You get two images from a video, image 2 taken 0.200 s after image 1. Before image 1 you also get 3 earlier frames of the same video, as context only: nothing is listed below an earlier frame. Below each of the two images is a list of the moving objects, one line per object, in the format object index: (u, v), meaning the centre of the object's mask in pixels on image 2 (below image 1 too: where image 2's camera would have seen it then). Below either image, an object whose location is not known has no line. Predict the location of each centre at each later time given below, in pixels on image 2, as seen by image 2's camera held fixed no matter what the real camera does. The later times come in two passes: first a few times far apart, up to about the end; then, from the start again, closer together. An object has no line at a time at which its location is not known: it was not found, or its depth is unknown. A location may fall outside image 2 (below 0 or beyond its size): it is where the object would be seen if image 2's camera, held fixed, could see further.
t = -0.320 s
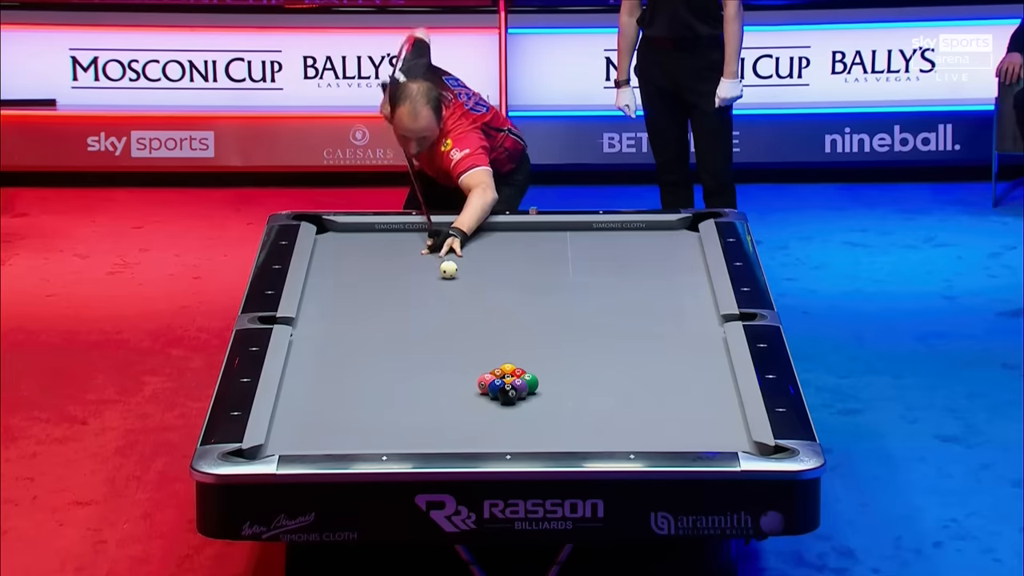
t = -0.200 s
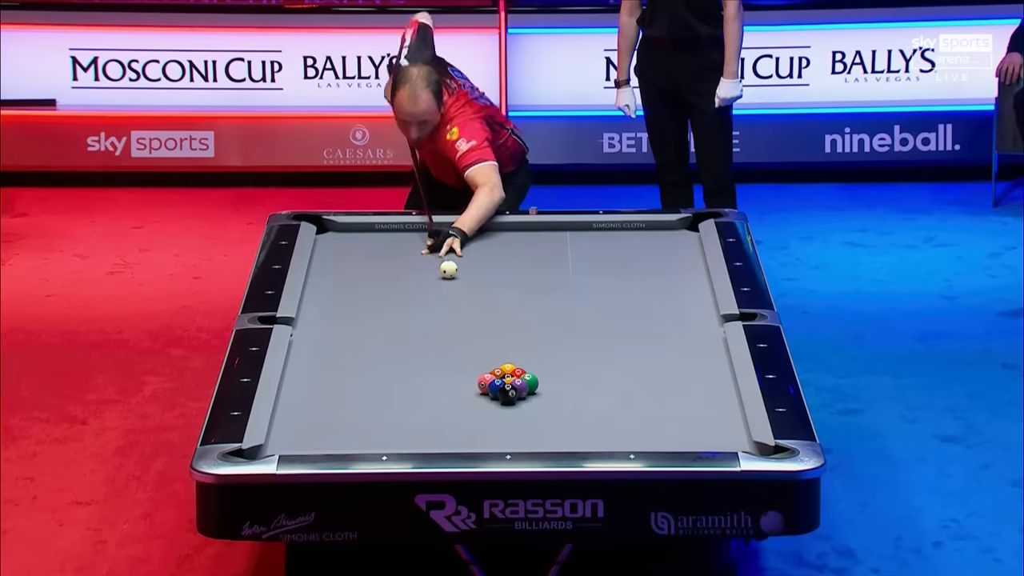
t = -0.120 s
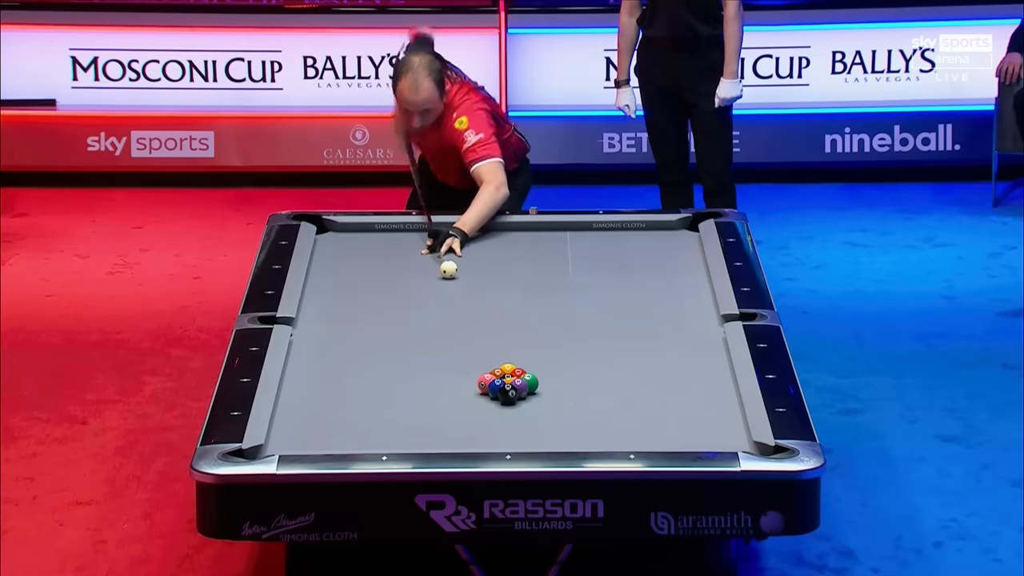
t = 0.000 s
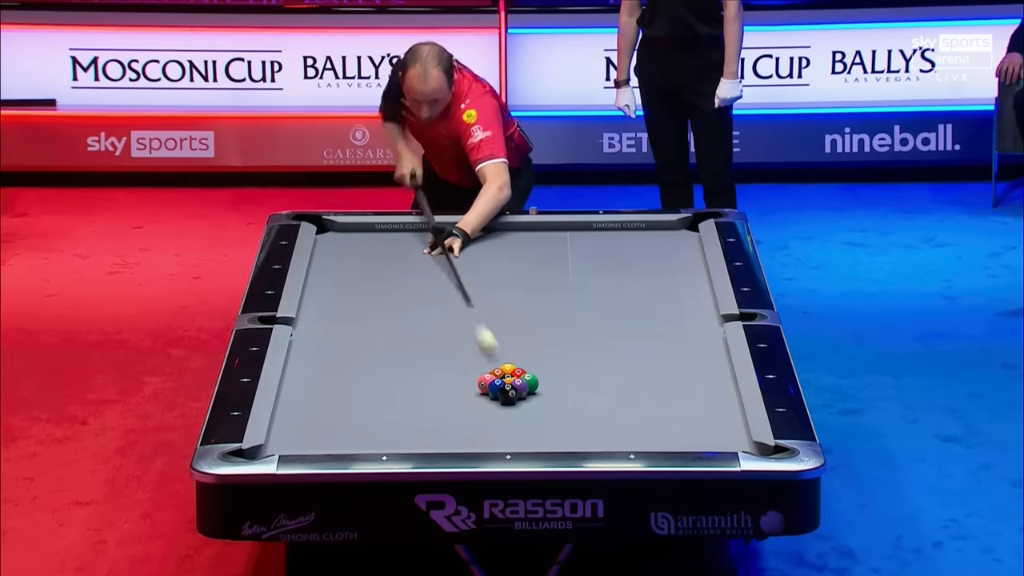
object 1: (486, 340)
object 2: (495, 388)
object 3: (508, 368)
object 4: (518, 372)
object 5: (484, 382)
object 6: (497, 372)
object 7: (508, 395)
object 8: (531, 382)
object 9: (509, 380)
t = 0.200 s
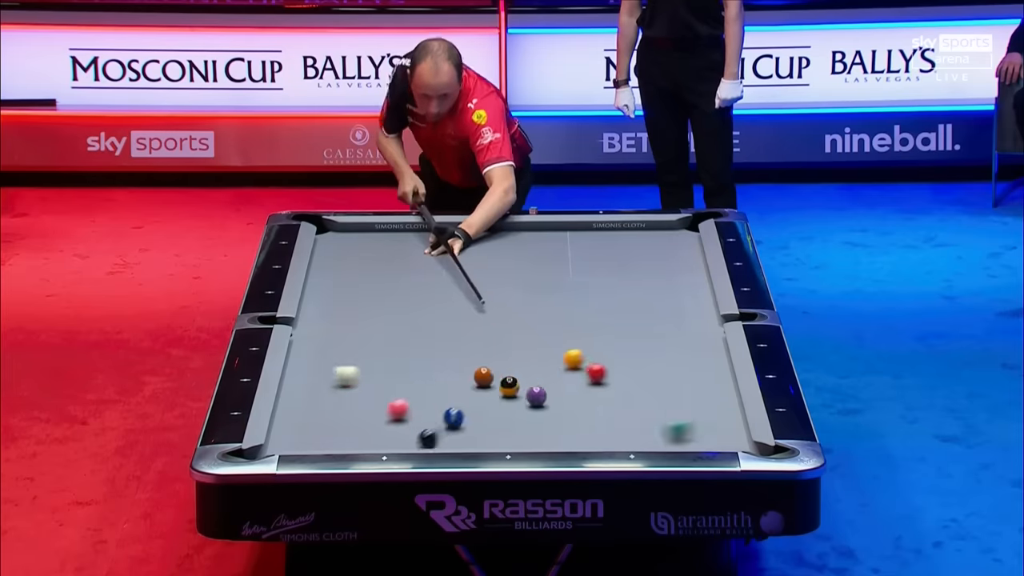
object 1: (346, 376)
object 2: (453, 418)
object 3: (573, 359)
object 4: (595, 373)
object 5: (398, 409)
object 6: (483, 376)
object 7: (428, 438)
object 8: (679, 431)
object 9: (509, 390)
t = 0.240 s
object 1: (311, 377)
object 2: (443, 424)
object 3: (586, 356)
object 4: (611, 372)
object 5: (378, 414)
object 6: (480, 376)
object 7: (410, 444)
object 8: (628, 437)
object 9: (510, 392)
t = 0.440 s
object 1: (403, 365)
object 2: (401, 444)
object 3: (648, 345)
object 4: (681, 367)
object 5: (287, 440)
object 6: (466, 373)
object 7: (367, 416)
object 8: (398, 434)
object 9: (515, 386)
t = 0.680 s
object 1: (527, 345)
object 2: (371, 428)
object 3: (713, 331)
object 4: (692, 360)
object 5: (294, 441)
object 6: (450, 372)
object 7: (327, 384)
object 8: (358, 408)
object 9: (513, 393)
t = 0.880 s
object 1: (611, 329)
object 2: (348, 414)
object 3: (673, 321)
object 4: (655, 354)
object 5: (295, 435)
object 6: (438, 370)
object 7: (296, 361)
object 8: (471, 381)
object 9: (511, 396)
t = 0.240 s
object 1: (311, 377)
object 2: (443, 424)
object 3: (586, 356)
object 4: (611, 372)
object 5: (378, 414)
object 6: (480, 376)
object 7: (410, 444)
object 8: (628, 437)
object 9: (510, 392)
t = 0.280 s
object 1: (298, 377)
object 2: (434, 430)
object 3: (600, 353)
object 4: (626, 371)
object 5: (358, 420)
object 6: (478, 375)
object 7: (399, 441)
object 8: (576, 442)
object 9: (511, 393)
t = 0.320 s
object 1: (326, 374)
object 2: (425, 436)
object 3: (612, 351)
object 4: (640, 370)
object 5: (340, 425)
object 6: (475, 375)
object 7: (391, 436)
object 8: (527, 444)
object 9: (515, 392)
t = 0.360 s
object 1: (353, 371)
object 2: (416, 440)
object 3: (624, 349)
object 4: (654, 369)
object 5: (322, 431)
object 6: (472, 374)
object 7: (383, 429)
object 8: (481, 443)
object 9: (515, 385)
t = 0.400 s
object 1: (379, 368)
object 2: (407, 444)
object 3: (636, 347)
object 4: (667, 368)
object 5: (304, 436)
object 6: (469, 374)
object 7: (375, 422)
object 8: (437, 442)
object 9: (514, 386)
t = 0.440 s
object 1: (403, 365)
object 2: (401, 444)
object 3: (648, 345)
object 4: (681, 367)
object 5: (287, 440)
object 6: (466, 373)
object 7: (367, 416)
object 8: (398, 434)
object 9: (515, 386)
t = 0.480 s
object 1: (427, 362)
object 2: (395, 441)
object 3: (660, 342)
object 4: (695, 366)
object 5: (275, 444)
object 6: (463, 373)
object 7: (360, 410)
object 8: (359, 432)
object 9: (514, 387)
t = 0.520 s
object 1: (448, 358)
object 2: (391, 439)
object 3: (672, 340)
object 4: (709, 365)
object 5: (284, 446)
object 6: (461, 373)
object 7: (353, 404)
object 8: (321, 430)
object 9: (514, 388)
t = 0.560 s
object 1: (470, 355)
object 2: (386, 437)
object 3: (683, 338)
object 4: (720, 364)
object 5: (289, 445)
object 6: (458, 373)
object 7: (346, 399)
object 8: (288, 424)
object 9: (513, 389)
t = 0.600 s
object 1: (490, 352)
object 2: (381, 434)
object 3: (694, 336)
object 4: (712, 363)
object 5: (291, 444)
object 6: (455, 372)
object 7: (340, 394)
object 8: (299, 420)
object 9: (513, 390)
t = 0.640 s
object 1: (509, 349)
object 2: (376, 431)
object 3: (706, 333)
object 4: (702, 361)
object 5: (293, 442)
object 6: (453, 372)
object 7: (333, 389)
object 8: (328, 413)
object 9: (513, 391)
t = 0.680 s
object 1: (527, 345)
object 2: (371, 428)
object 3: (713, 331)
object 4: (692, 360)
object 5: (294, 441)
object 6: (450, 372)
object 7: (327, 384)
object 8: (358, 408)
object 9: (513, 393)
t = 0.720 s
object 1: (544, 342)
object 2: (367, 425)
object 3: (704, 329)
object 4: (684, 359)
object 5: (295, 440)
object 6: (448, 371)
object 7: (320, 380)
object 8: (381, 403)
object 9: (512, 393)
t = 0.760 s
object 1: (561, 338)
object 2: (362, 422)
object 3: (695, 327)
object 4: (676, 357)
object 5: (295, 438)
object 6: (445, 371)
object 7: (314, 375)
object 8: (405, 397)
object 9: (512, 395)
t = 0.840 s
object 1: (594, 332)
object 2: (353, 417)
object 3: (680, 322)
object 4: (662, 355)
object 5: (295, 436)
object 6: (440, 370)
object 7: (302, 366)
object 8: (451, 387)
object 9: (512, 396)
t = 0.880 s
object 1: (611, 329)
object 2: (348, 414)
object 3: (673, 321)
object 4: (655, 354)
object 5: (295, 435)
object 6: (438, 370)
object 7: (296, 361)
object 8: (471, 381)
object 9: (511, 396)
